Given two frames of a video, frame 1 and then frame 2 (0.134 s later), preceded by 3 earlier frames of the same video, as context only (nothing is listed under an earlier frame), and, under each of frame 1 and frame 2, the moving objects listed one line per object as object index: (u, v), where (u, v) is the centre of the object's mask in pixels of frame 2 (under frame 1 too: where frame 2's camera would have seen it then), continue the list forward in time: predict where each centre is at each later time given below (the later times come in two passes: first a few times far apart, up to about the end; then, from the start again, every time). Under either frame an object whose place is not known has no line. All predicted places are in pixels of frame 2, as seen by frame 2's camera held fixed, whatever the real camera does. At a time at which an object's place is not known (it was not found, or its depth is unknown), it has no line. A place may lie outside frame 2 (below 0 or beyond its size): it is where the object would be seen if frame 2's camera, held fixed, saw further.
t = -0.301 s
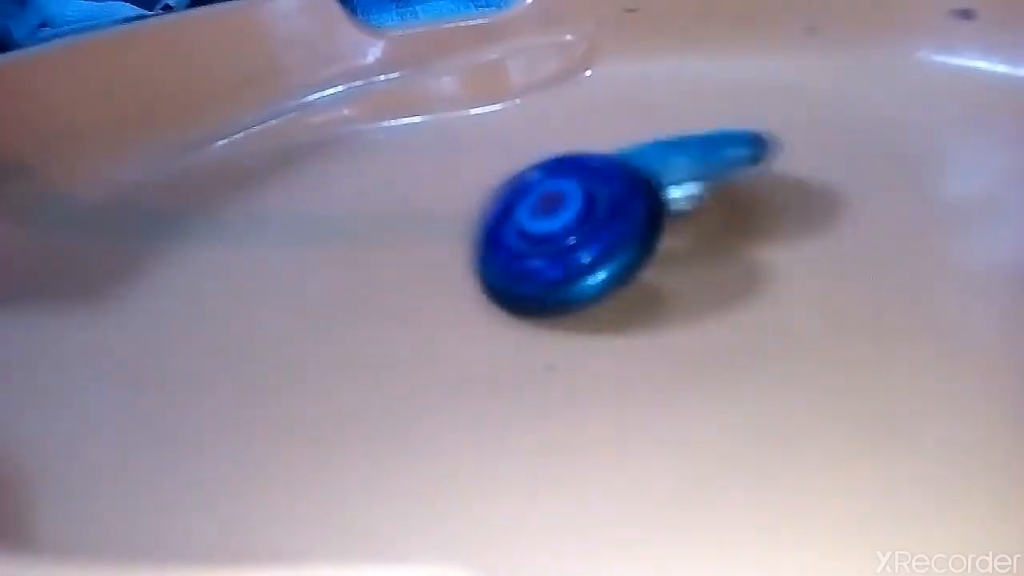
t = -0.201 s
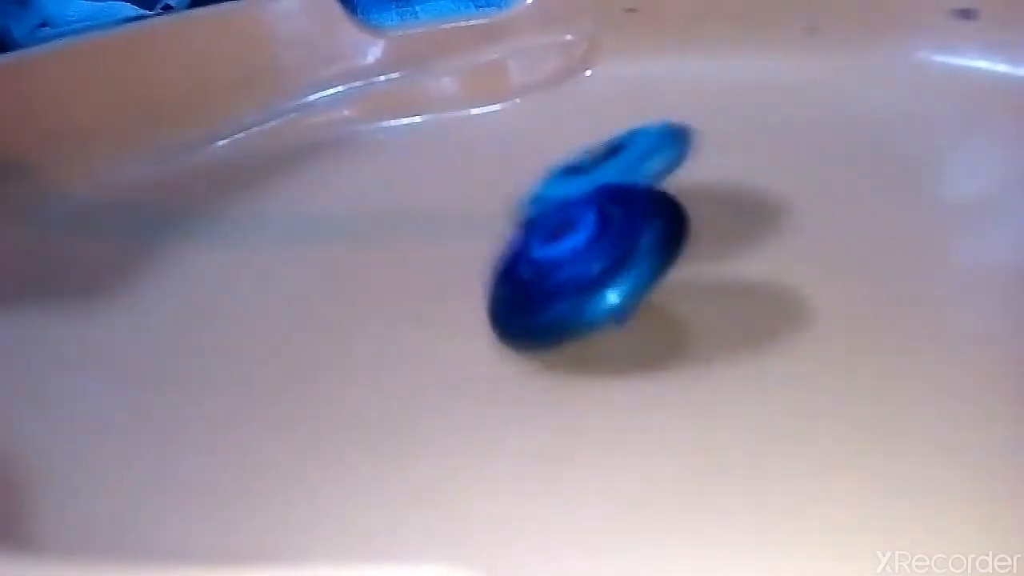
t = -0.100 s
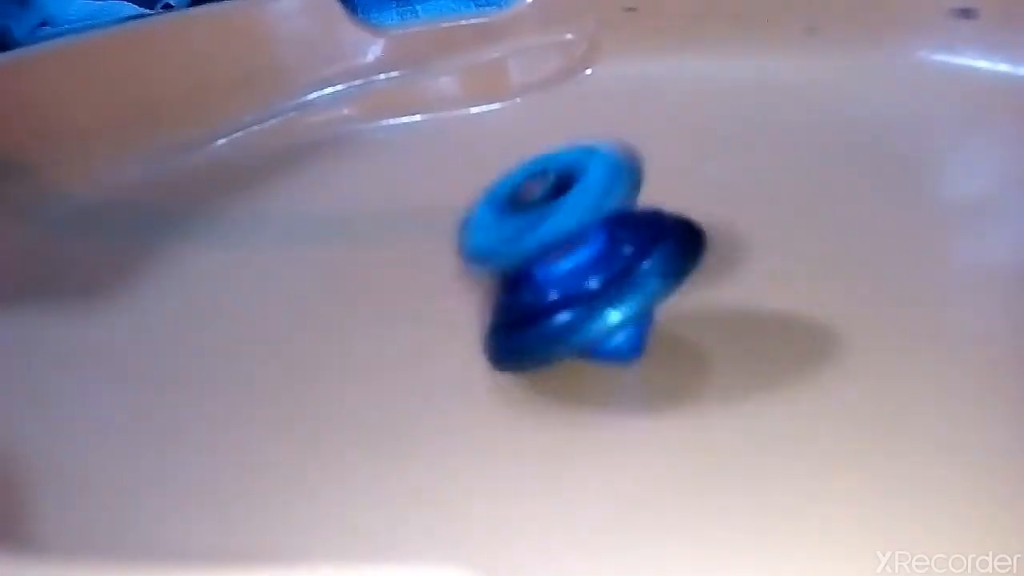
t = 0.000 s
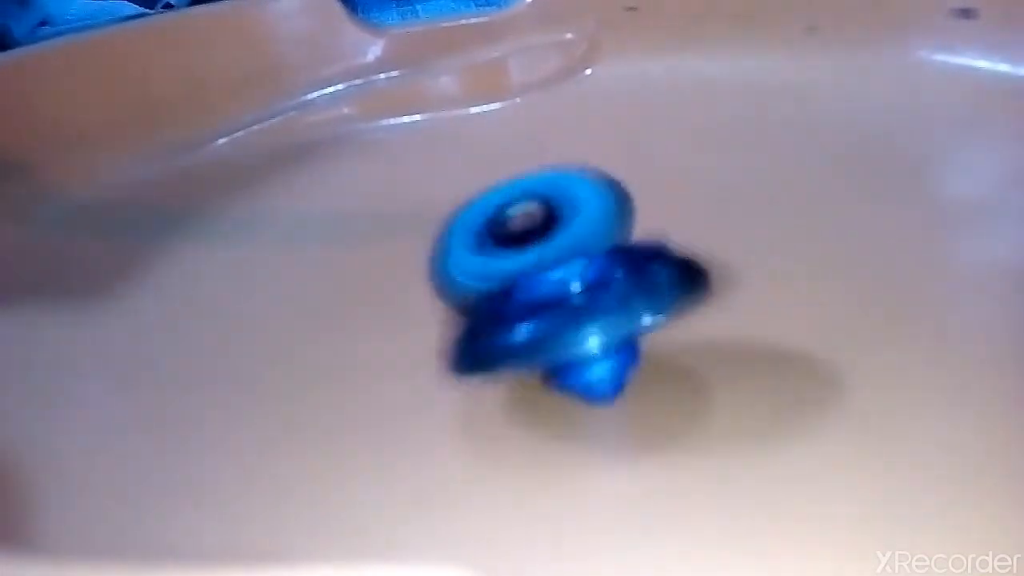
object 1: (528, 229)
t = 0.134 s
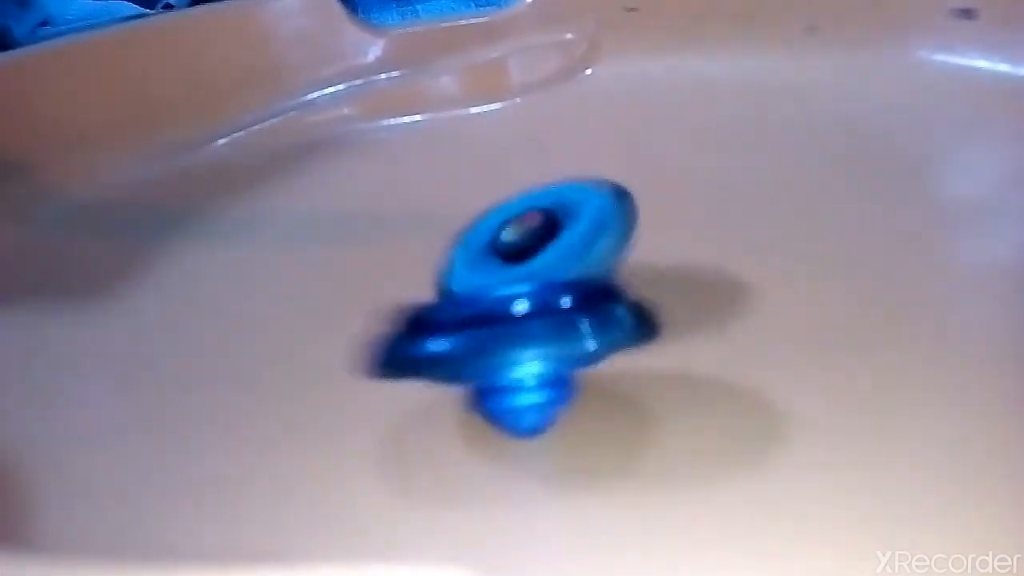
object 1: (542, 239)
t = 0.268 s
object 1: (555, 251)
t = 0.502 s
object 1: (588, 259)
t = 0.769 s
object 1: (659, 230)
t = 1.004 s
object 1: (664, 234)
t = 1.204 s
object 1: (661, 237)
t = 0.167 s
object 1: (542, 242)
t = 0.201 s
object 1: (546, 247)
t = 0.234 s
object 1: (552, 250)
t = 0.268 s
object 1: (555, 251)
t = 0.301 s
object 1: (554, 253)
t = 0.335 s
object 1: (553, 253)
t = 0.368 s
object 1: (551, 253)
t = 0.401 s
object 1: (562, 254)
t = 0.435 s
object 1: (572, 257)
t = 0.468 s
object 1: (575, 260)
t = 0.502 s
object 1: (588, 259)
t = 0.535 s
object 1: (602, 254)
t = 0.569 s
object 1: (612, 250)
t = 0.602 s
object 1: (617, 246)
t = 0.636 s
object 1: (622, 242)
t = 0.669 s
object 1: (632, 239)
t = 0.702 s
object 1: (642, 234)
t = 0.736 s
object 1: (654, 231)
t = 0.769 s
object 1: (659, 230)
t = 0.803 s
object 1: (661, 230)
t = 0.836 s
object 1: (661, 229)
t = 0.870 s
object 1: (664, 227)
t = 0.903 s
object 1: (664, 230)
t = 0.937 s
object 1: (665, 231)
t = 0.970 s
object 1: (664, 232)
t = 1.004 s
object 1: (664, 234)
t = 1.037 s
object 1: (661, 237)
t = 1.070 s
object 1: (659, 238)
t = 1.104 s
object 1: (657, 238)
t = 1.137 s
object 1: (657, 238)
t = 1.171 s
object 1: (658, 238)
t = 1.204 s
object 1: (661, 237)
